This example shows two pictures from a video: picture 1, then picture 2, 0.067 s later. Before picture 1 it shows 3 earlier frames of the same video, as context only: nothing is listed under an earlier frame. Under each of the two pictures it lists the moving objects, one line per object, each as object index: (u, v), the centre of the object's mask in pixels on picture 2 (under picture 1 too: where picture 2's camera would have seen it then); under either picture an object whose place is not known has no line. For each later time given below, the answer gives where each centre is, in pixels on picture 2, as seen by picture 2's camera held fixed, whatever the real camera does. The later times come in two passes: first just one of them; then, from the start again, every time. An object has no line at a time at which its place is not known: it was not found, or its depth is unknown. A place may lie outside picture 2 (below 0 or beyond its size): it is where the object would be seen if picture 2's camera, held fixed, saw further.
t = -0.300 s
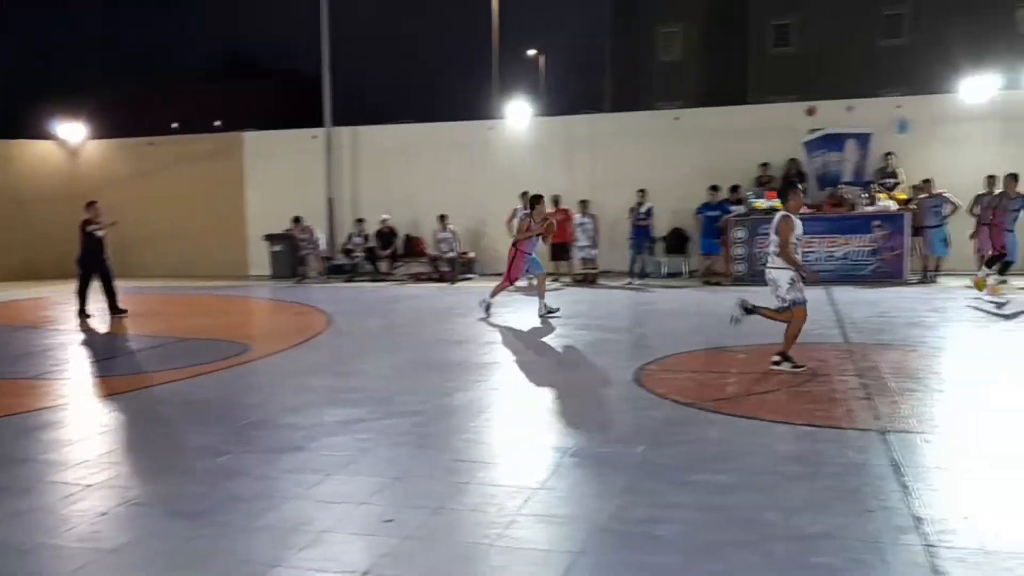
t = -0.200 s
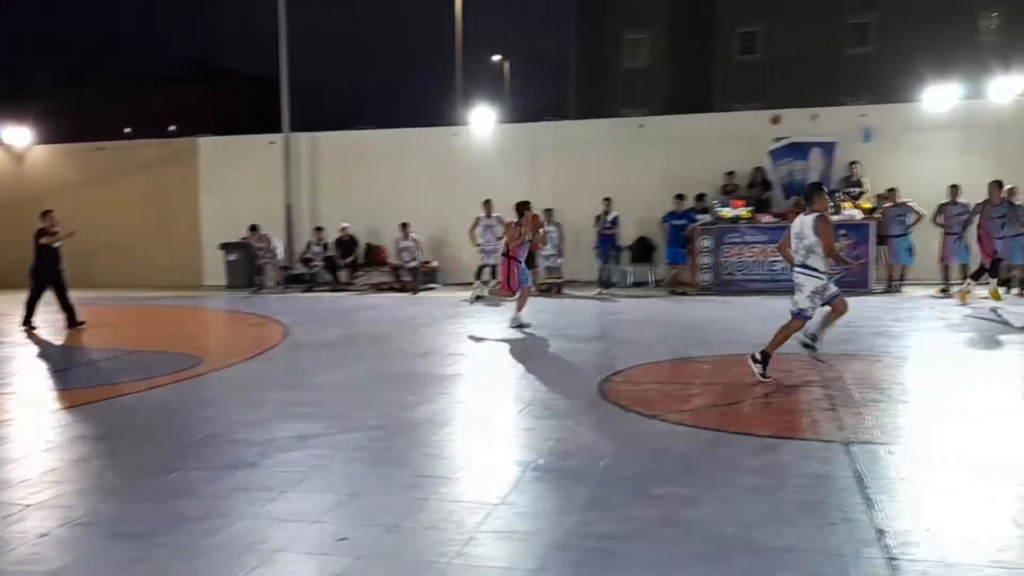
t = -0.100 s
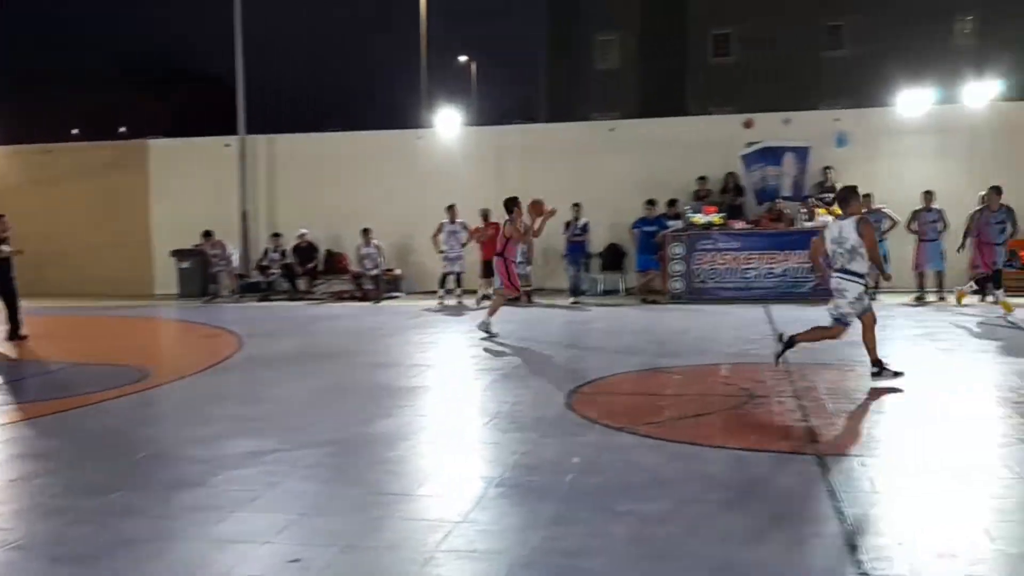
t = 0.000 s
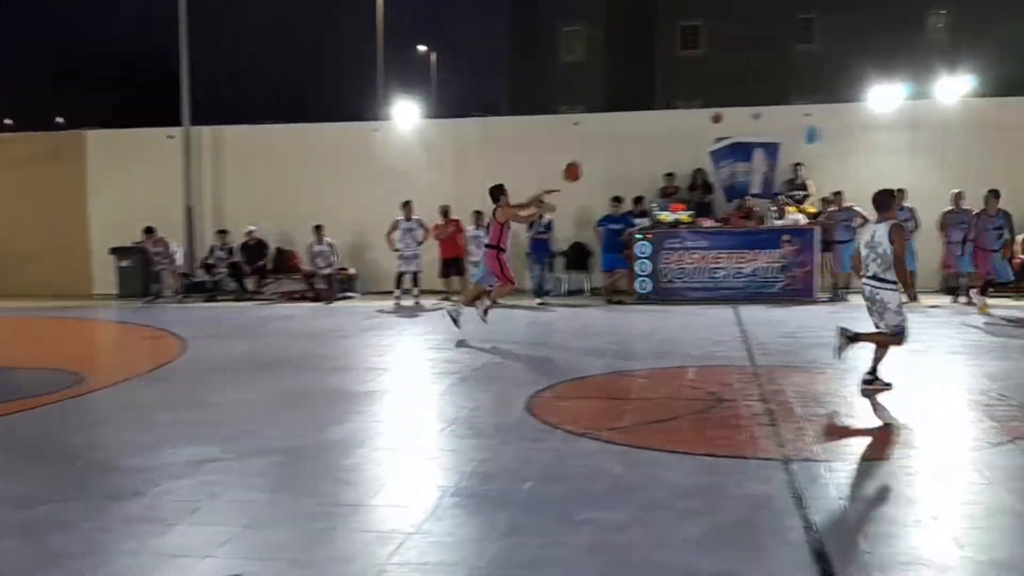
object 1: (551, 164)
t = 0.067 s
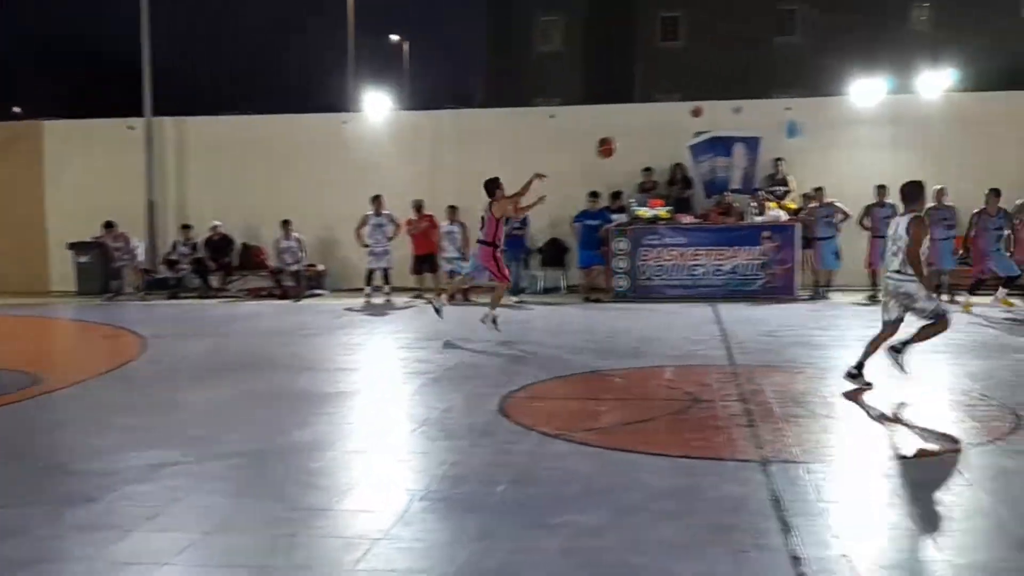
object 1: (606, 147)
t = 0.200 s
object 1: (715, 126)
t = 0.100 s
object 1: (633, 142)
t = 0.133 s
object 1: (660, 136)
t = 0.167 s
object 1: (688, 131)
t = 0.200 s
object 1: (715, 126)
